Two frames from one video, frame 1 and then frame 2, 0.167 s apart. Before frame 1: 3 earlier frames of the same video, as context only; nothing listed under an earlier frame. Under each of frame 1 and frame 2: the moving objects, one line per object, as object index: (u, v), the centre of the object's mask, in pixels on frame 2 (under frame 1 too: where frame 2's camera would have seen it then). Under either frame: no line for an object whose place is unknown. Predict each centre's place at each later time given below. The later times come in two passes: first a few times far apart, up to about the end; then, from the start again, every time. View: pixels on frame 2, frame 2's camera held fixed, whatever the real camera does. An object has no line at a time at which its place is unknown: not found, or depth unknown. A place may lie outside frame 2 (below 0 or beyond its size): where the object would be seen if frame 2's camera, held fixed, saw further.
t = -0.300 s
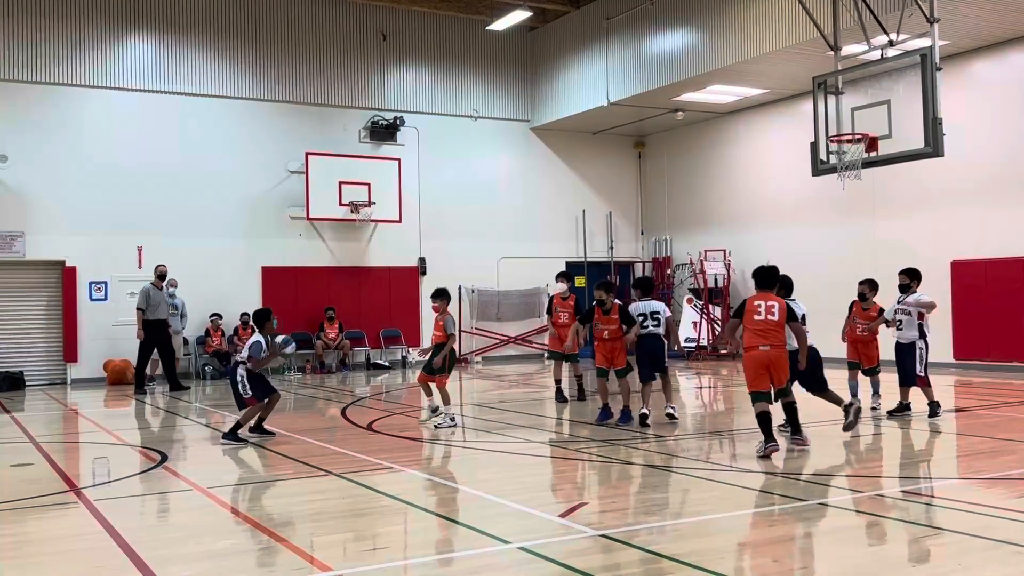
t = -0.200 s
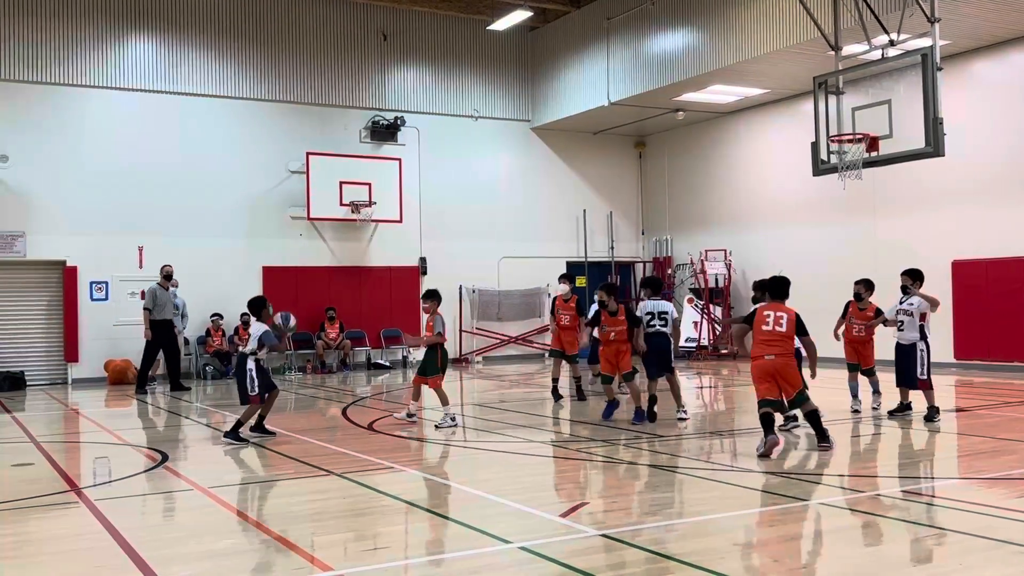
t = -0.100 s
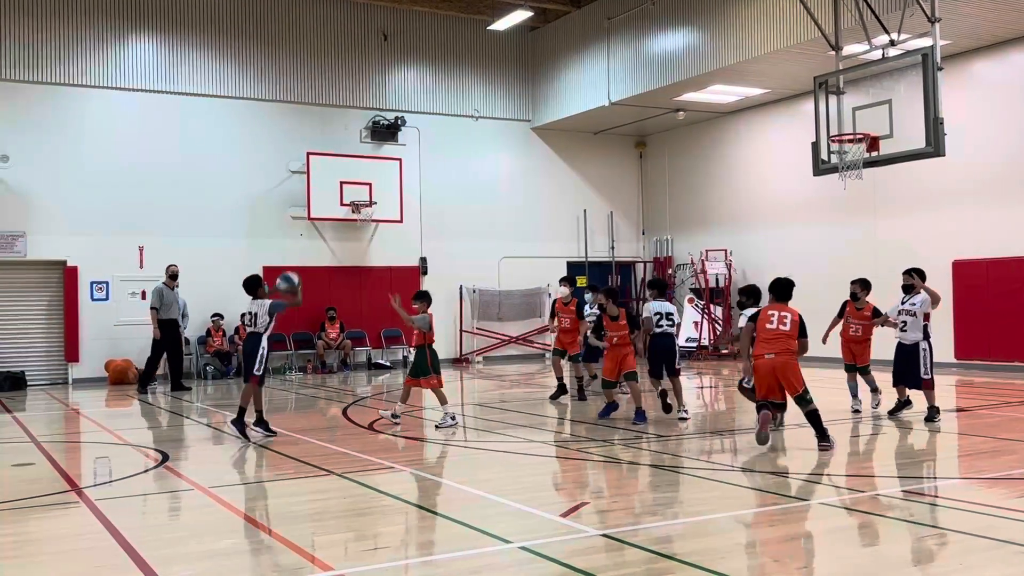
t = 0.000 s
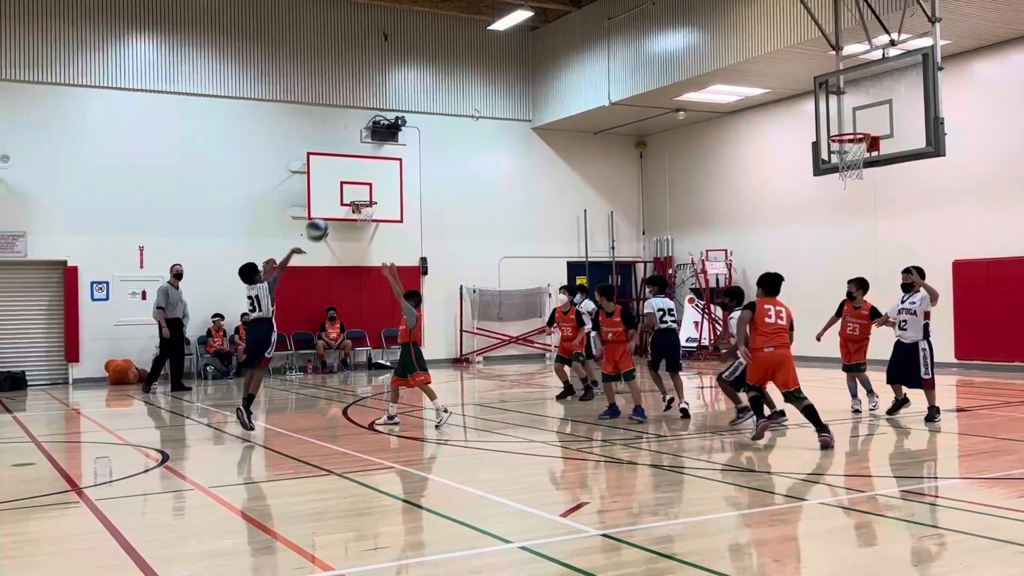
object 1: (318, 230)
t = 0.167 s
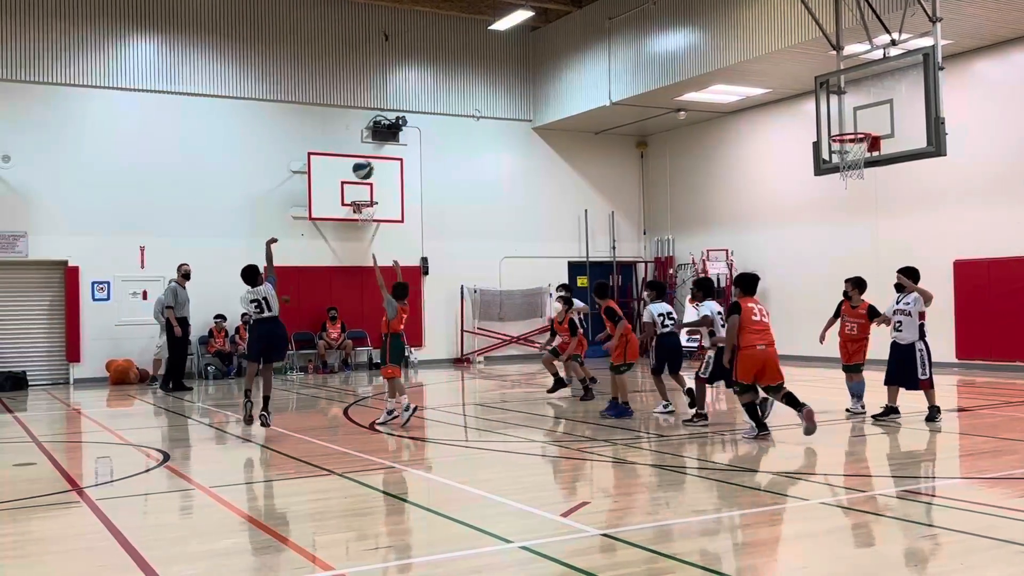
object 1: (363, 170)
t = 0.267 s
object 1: (386, 149)
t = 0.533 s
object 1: (439, 142)
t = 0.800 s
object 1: (483, 190)
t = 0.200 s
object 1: (371, 161)
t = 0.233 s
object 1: (379, 155)
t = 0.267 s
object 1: (386, 149)
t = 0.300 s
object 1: (394, 144)
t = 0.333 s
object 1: (401, 141)
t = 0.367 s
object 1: (408, 139)
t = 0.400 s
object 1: (414, 137)
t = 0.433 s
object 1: (421, 137)
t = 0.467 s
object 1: (427, 138)
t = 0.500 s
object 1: (433, 140)
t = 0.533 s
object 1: (439, 142)
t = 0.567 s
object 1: (445, 146)
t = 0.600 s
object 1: (451, 150)
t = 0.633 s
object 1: (457, 155)
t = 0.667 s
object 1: (462, 160)
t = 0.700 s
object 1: (468, 167)
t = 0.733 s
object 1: (473, 174)
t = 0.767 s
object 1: (478, 181)
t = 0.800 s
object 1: (483, 190)
